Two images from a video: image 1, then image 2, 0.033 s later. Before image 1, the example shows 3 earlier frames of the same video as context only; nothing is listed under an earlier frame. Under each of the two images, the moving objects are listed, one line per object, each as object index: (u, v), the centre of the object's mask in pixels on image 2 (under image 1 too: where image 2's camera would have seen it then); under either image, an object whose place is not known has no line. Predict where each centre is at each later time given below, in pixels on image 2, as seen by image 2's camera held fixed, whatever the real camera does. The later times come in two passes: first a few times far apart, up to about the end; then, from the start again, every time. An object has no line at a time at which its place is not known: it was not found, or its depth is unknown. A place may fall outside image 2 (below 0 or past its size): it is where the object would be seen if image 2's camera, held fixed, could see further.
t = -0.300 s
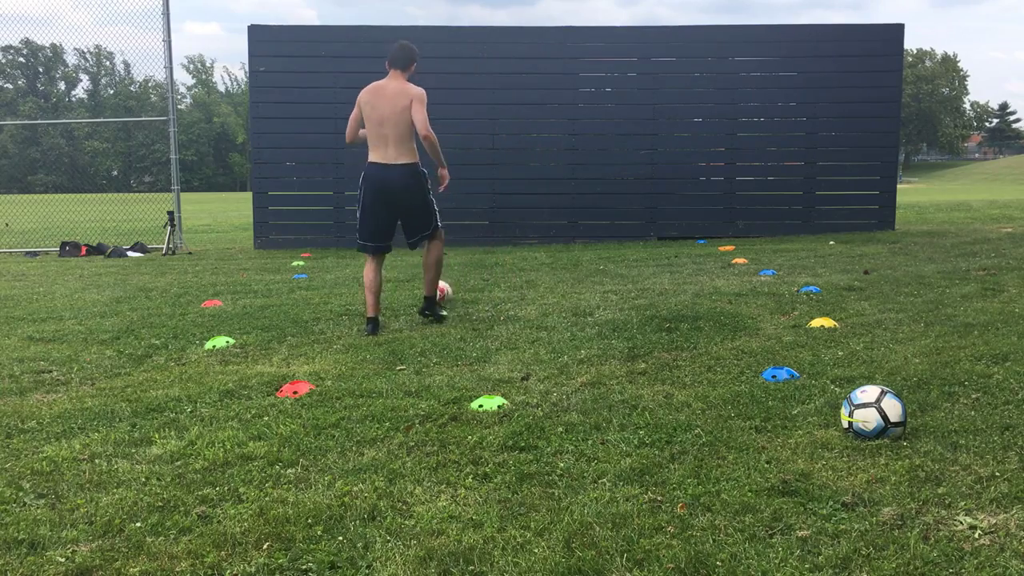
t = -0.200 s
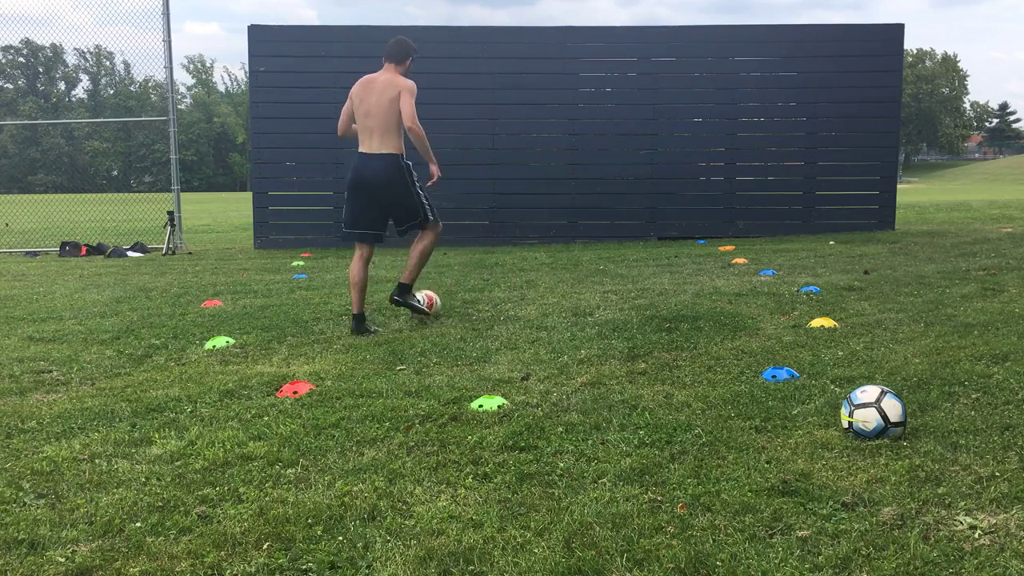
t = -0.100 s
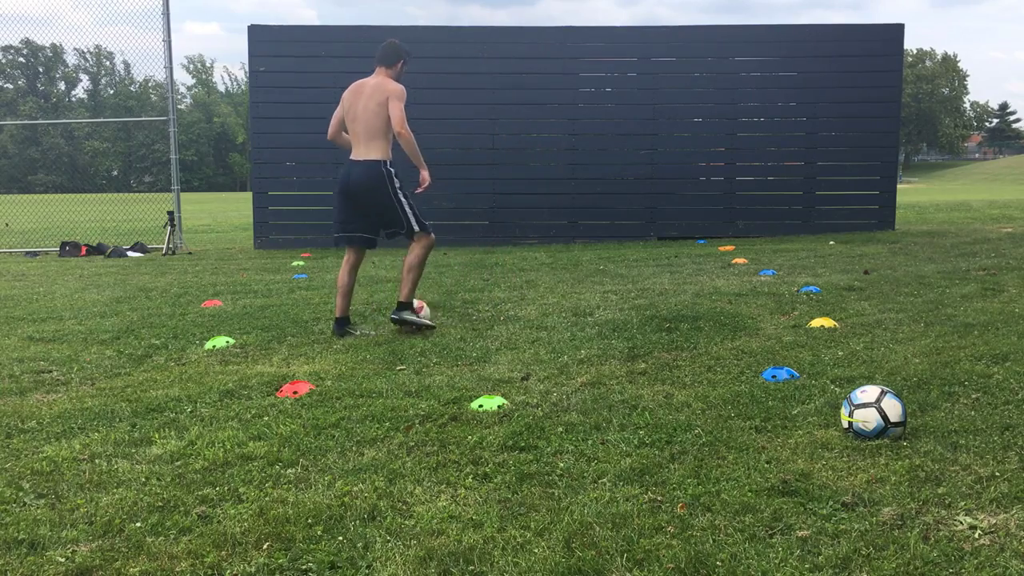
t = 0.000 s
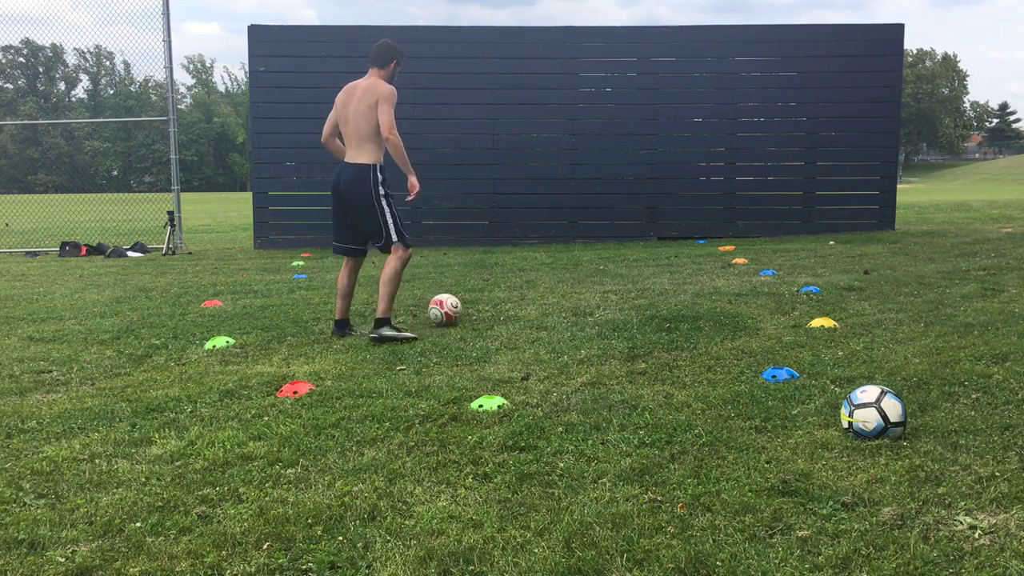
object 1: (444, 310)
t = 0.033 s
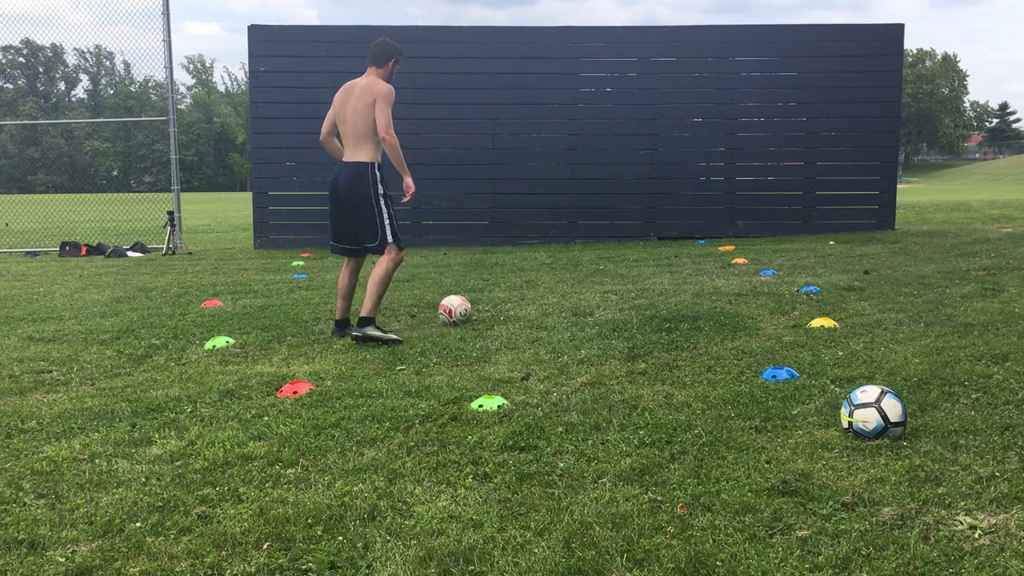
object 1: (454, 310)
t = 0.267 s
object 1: (494, 306)
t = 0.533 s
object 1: (522, 303)
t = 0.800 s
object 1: (535, 300)
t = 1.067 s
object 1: (534, 299)
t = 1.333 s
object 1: (530, 299)
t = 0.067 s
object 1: (464, 310)
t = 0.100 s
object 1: (470, 308)
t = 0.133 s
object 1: (475, 306)
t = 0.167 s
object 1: (480, 305)
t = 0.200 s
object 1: (485, 305)
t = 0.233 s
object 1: (489, 305)
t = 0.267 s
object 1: (494, 306)
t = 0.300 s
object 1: (499, 306)
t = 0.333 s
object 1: (503, 305)
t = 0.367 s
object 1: (506, 304)
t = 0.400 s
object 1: (510, 305)
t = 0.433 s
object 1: (514, 305)
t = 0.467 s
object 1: (517, 304)
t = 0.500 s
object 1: (520, 303)
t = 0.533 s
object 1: (522, 303)
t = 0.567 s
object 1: (525, 303)
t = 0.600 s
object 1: (527, 303)
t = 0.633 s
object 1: (529, 302)
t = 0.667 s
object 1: (531, 301)
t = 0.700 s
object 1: (532, 301)
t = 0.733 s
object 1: (533, 300)
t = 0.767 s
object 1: (534, 300)
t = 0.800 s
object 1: (535, 300)
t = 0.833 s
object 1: (535, 300)
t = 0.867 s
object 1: (535, 300)
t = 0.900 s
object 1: (536, 300)
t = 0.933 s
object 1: (536, 299)
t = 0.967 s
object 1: (536, 299)
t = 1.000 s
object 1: (535, 300)
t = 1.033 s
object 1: (535, 299)
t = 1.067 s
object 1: (534, 299)
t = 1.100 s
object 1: (534, 299)
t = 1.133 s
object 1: (534, 299)
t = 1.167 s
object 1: (533, 299)
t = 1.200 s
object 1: (533, 299)
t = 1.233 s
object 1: (532, 299)
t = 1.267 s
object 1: (531, 299)
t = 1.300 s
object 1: (531, 299)
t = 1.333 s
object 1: (530, 299)
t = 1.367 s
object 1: (529, 299)
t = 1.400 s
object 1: (528, 299)
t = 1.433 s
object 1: (528, 299)
